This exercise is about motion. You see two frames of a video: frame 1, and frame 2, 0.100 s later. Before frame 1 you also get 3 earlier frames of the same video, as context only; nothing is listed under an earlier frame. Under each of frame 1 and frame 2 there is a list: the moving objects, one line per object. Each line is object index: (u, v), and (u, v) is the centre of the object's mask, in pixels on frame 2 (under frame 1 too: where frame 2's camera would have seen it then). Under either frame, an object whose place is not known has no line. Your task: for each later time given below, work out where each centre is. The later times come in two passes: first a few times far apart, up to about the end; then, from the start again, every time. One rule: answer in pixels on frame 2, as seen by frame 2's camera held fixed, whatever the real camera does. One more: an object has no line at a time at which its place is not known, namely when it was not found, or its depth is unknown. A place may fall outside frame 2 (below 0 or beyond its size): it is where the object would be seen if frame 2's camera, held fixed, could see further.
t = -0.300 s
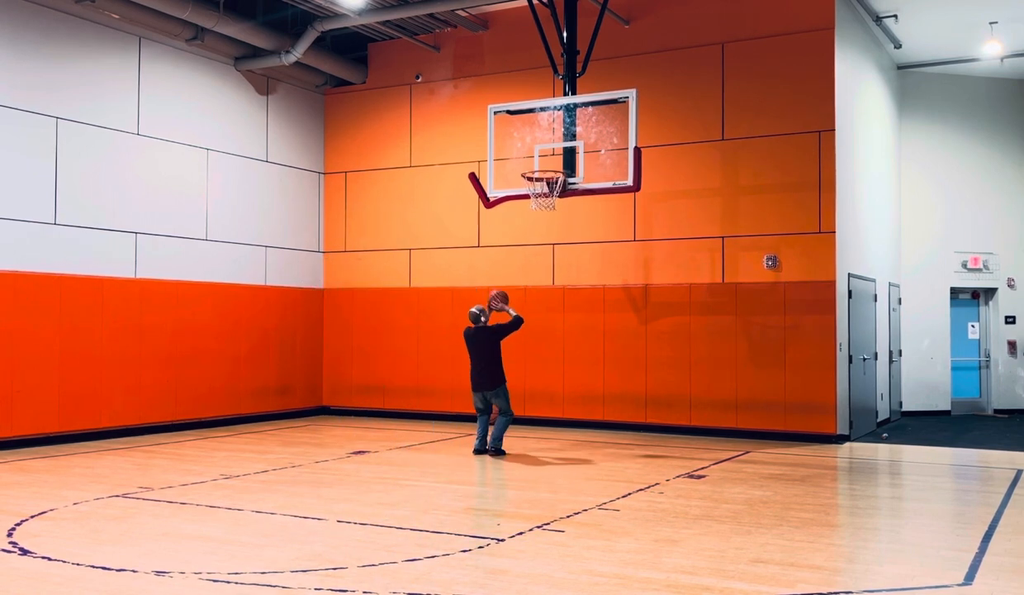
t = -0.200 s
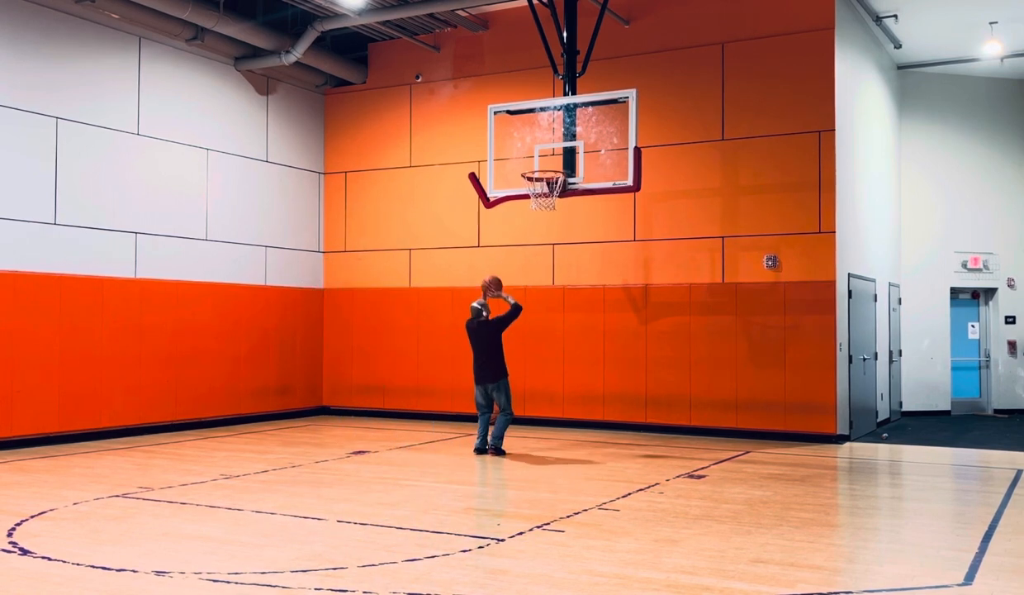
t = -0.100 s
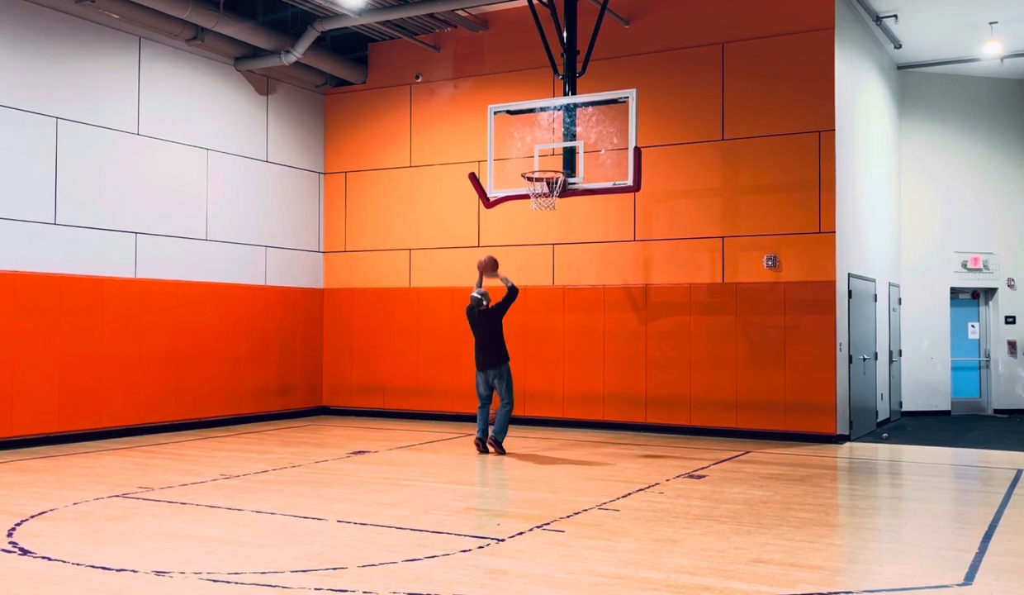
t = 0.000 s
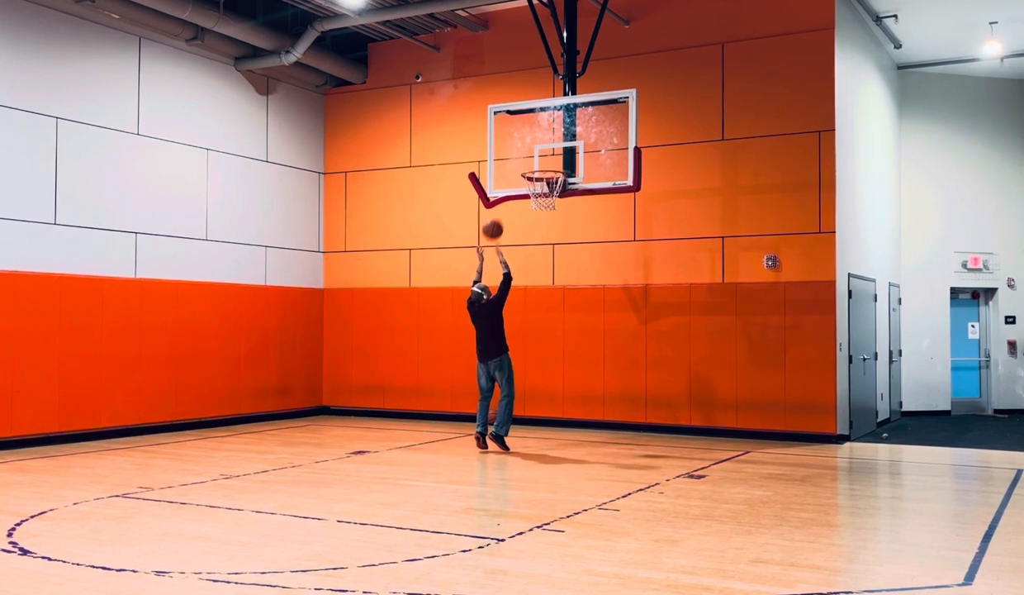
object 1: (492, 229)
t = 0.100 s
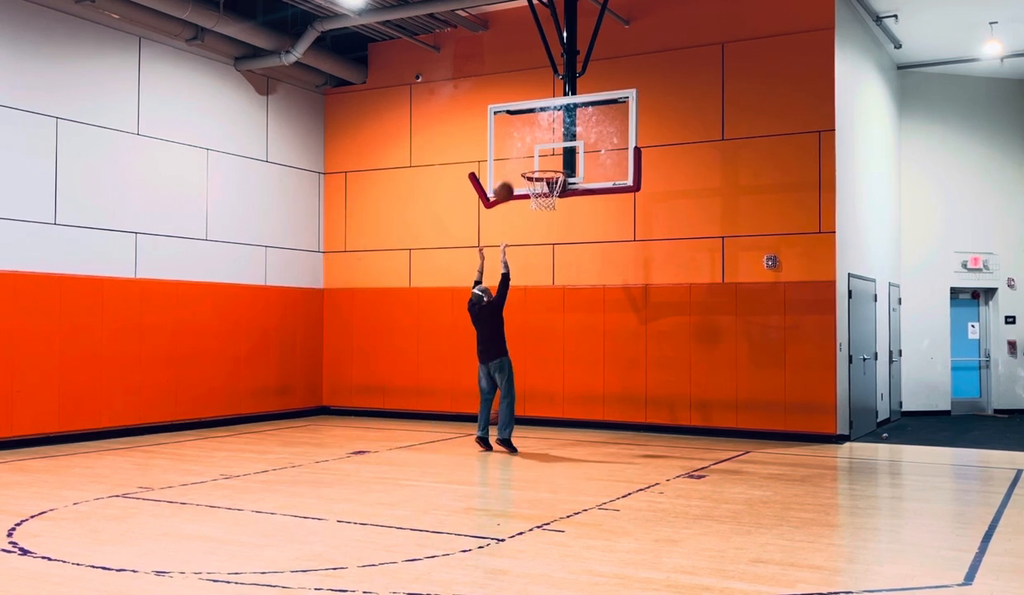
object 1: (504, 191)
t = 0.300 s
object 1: (525, 143)
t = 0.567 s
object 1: (541, 137)
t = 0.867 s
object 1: (546, 205)
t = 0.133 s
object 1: (507, 181)
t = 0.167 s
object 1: (510, 171)
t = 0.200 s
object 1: (514, 163)
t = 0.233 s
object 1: (517, 155)
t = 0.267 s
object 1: (521, 149)
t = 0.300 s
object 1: (525, 143)
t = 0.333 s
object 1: (528, 138)
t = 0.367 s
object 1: (531, 135)
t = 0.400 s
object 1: (535, 132)
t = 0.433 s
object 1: (537, 130)
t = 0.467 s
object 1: (538, 130)
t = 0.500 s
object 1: (539, 131)
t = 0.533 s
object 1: (540, 133)
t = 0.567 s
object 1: (541, 137)
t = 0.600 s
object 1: (541, 140)
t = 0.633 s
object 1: (542, 145)
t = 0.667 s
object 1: (543, 151)
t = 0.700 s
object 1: (543, 158)
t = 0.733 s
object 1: (544, 165)
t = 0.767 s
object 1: (545, 175)
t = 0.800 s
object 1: (544, 184)
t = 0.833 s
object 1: (545, 191)
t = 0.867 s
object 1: (546, 205)
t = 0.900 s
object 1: (546, 213)
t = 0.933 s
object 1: (545, 222)
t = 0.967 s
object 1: (545, 232)
